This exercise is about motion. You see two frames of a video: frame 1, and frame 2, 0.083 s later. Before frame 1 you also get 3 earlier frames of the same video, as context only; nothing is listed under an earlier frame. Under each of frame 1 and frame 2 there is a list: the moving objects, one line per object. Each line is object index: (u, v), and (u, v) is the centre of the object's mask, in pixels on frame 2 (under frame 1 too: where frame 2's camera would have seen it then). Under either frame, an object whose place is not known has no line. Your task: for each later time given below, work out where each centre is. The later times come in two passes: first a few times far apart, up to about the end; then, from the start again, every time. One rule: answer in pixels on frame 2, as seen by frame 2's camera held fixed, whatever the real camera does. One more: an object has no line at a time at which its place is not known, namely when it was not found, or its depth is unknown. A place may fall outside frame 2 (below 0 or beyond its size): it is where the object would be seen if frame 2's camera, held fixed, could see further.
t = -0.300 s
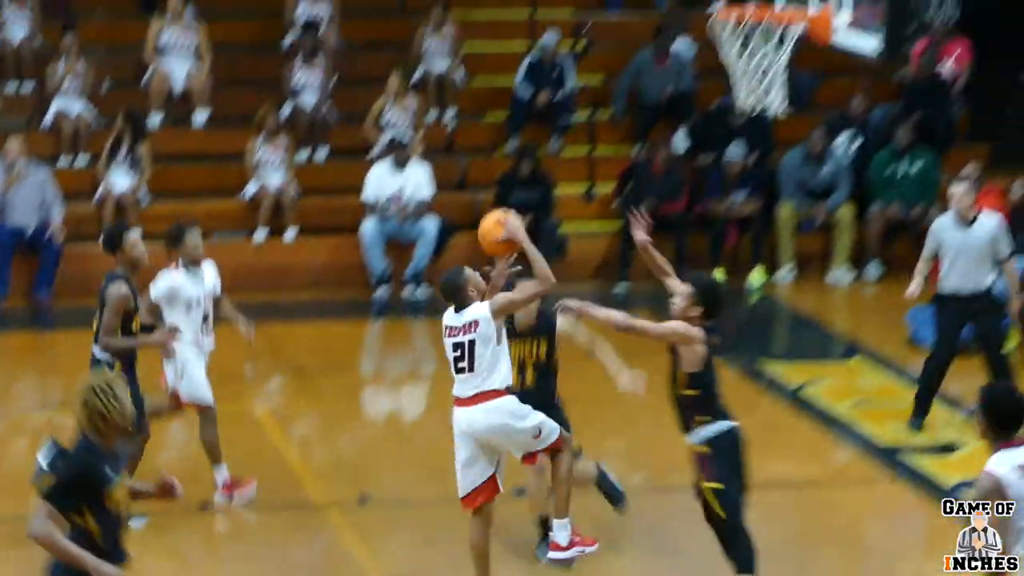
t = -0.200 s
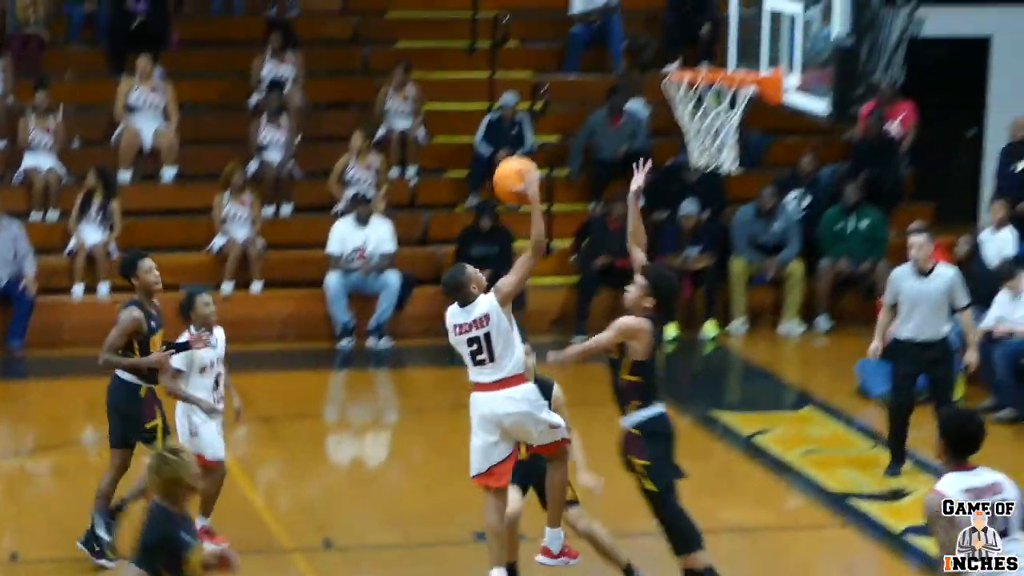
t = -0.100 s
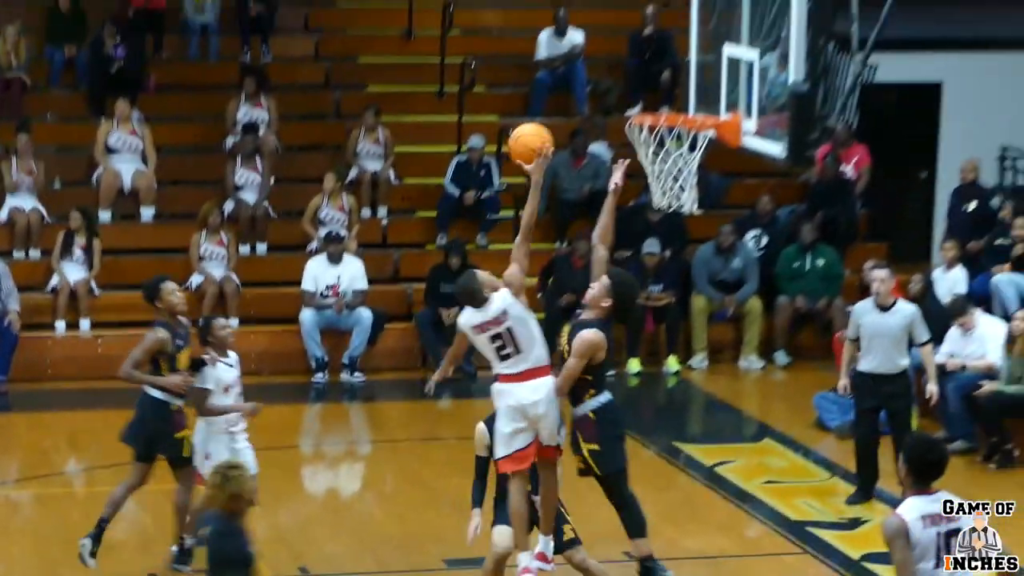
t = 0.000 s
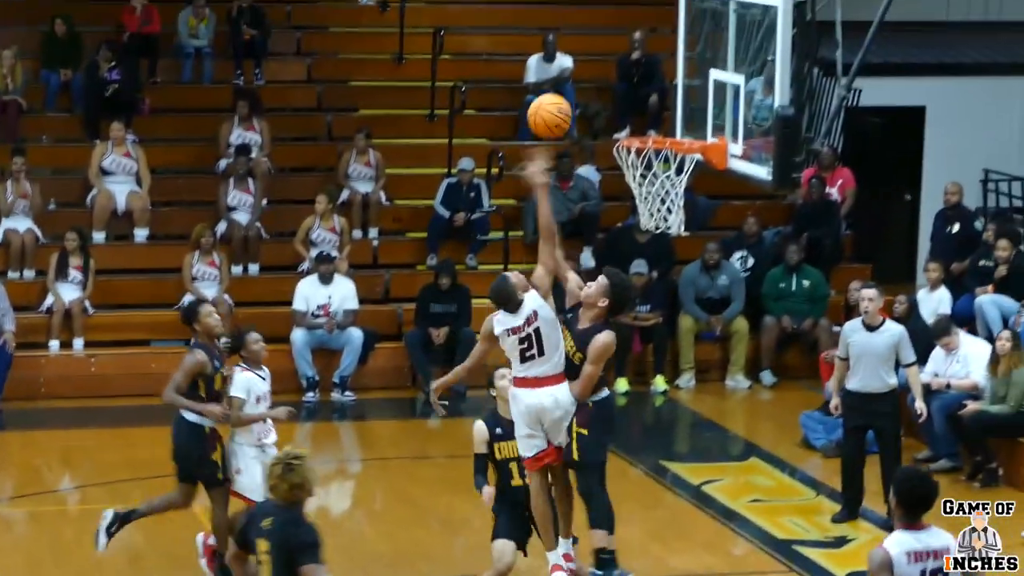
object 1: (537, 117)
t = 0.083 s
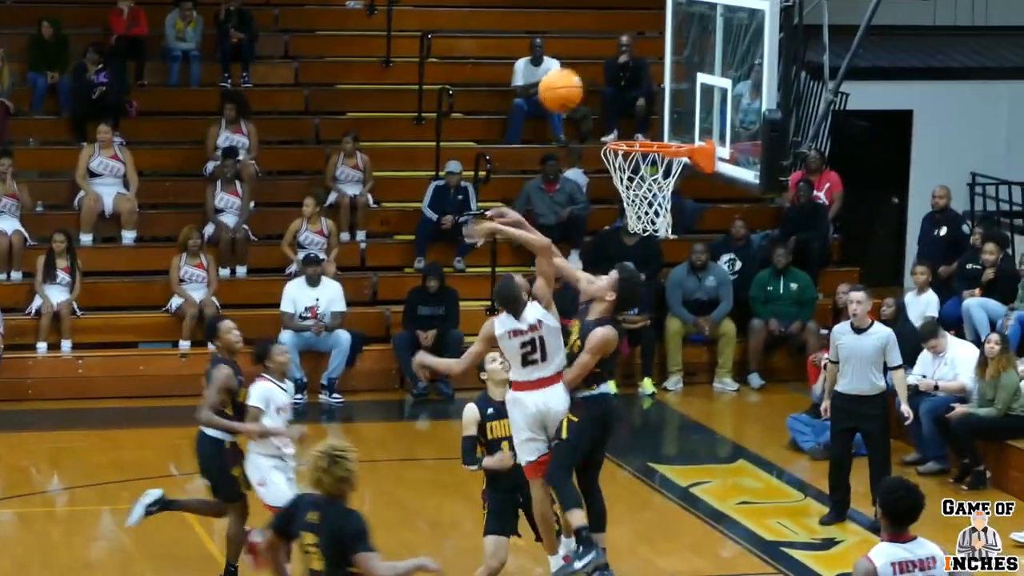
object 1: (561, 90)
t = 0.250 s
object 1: (605, 69)
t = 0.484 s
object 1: (663, 118)
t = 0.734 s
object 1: (691, 83)
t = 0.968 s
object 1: (644, 113)
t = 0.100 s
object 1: (565, 86)
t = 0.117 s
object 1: (569, 82)
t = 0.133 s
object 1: (574, 79)
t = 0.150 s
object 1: (579, 76)
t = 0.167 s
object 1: (583, 74)
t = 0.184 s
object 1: (587, 71)
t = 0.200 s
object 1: (592, 70)
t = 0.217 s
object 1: (596, 69)
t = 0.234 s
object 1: (601, 69)
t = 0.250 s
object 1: (605, 69)
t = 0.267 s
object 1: (609, 69)
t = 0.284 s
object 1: (614, 70)
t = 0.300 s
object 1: (618, 72)
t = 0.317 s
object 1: (623, 74)
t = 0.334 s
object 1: (626, 76)
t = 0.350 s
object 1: (631, 79)
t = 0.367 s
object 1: (635, 82)
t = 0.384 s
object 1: (640, 87)
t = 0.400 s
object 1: (643, 91)
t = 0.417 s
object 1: (646, 95)
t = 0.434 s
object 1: (651, 100)
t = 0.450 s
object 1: (655, 105)
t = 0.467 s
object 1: (659, 111)
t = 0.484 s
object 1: (663, 118)
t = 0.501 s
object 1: (667, 124)
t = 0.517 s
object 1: (671, 129)
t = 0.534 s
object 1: (675, 123)
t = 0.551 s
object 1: (678, 118)
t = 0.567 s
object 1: (683, 114)
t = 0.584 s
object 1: (687, 108)
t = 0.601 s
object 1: (689, 105)
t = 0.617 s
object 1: (693, 101)
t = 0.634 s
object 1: (696, 97)
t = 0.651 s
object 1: (700, 94)
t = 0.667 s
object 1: (703, 92)
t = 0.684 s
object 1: (701, 89)
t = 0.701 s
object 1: (698, 87)
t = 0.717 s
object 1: (695, 85)
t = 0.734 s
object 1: (691, 83)
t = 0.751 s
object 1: (689, 83)
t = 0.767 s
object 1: (685, 82)
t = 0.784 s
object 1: (682, 82)
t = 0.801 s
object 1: (678, 82)
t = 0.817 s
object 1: (675, 84)
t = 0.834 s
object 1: (672, 85)
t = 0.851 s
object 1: (669, 87)
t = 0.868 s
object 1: (666, 89)
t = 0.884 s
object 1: (662, 92)
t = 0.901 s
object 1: (658, 96)
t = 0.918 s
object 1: (655, 99)
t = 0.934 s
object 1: (652, 104)
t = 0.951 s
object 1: (648, 108)
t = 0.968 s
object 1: (644, 113)
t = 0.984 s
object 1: (642, 119)
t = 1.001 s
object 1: (638, 124)
